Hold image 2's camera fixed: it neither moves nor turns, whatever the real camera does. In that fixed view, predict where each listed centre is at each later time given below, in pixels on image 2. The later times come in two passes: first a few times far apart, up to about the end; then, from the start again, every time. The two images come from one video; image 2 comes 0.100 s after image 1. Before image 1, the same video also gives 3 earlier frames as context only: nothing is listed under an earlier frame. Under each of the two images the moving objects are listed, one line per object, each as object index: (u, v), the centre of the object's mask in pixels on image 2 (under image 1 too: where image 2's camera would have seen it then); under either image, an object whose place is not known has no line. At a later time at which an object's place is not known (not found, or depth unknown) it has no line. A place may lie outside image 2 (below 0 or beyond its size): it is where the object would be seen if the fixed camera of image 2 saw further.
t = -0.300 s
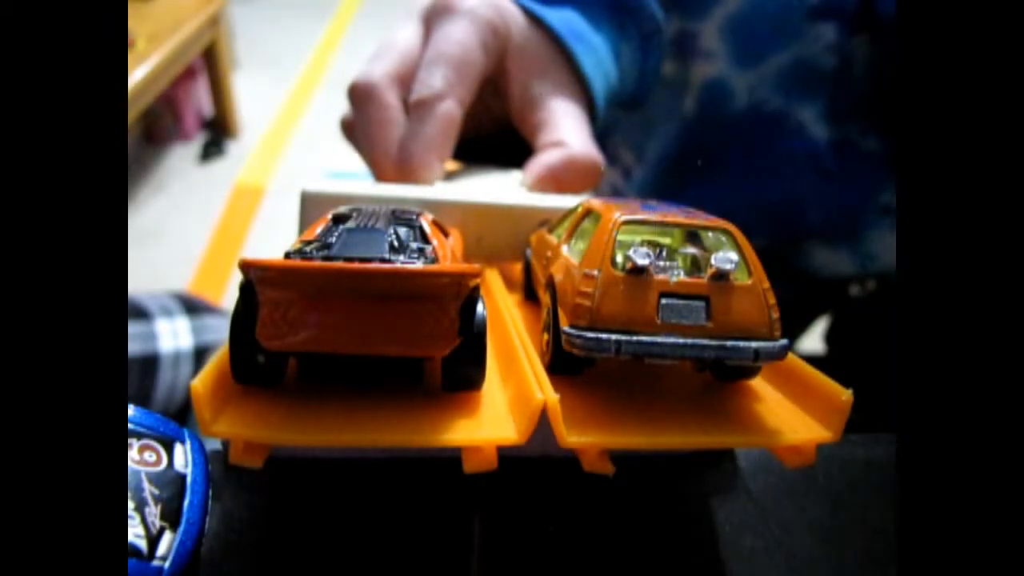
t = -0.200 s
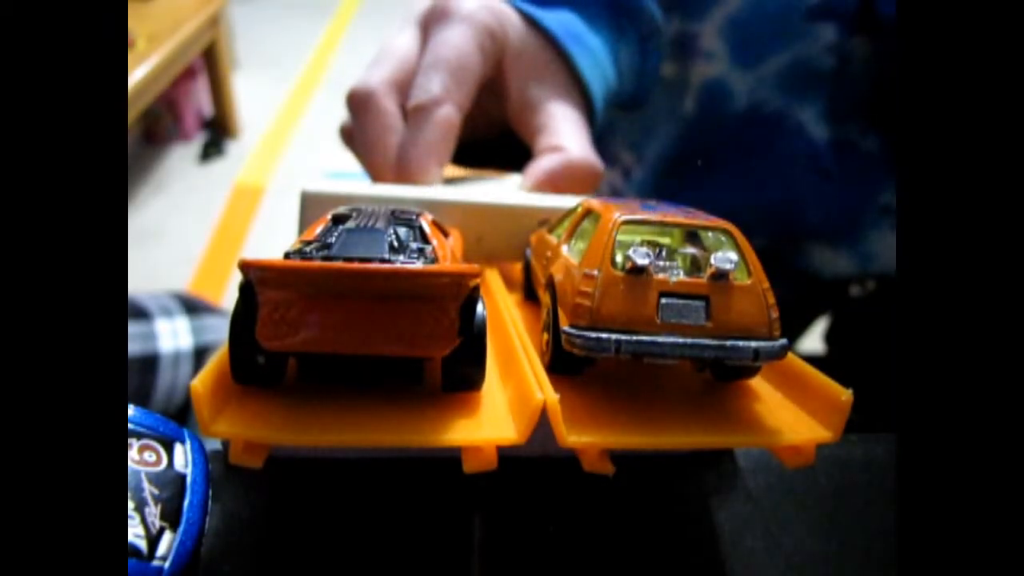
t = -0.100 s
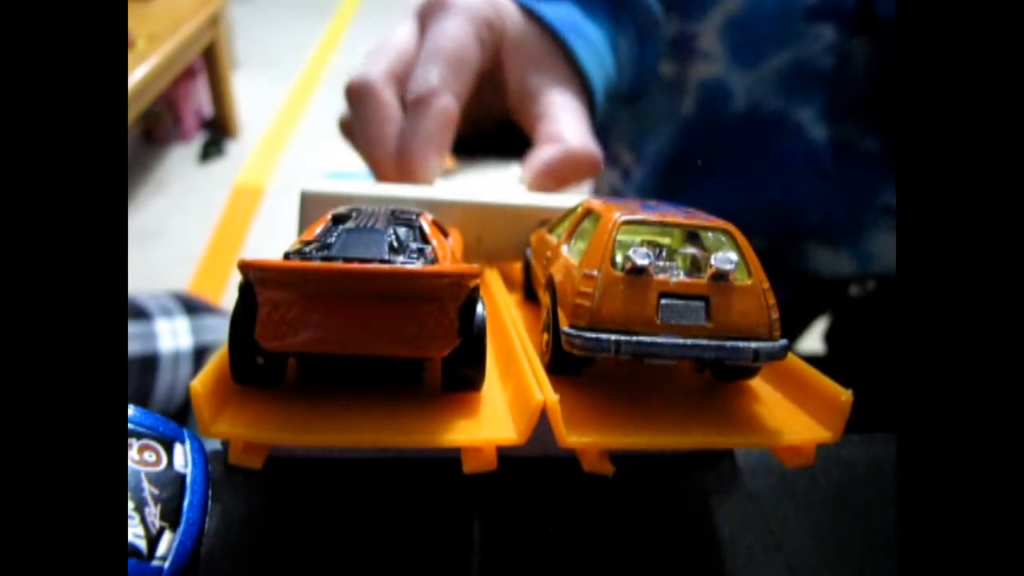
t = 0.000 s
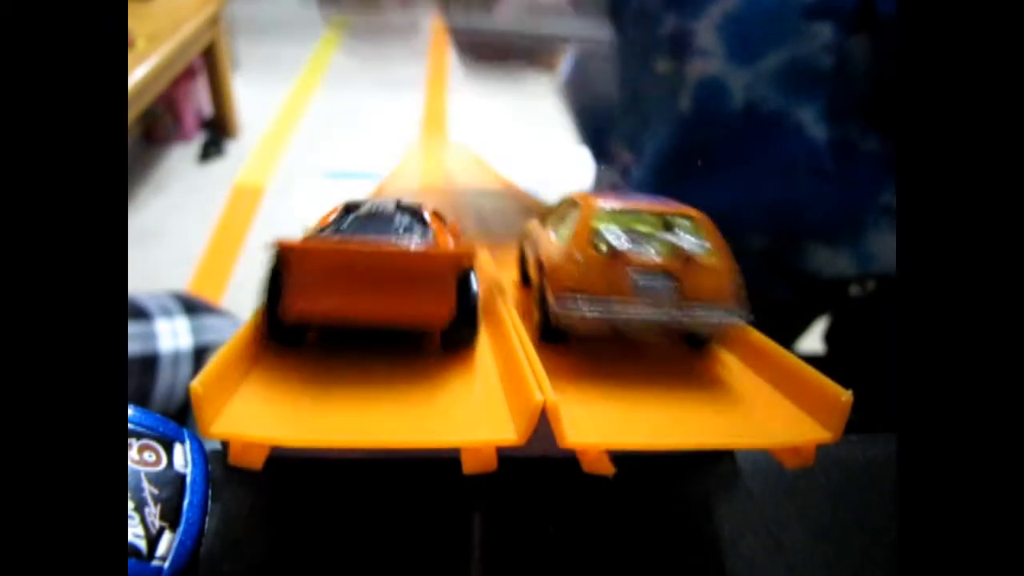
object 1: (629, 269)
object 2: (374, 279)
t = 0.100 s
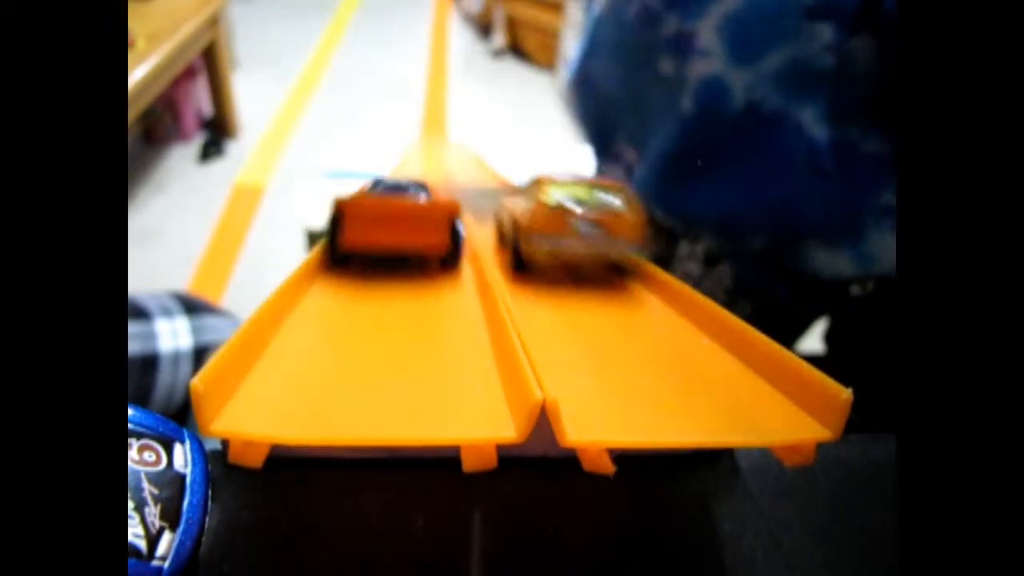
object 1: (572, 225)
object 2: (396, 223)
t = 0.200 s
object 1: (518, 196)
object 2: (407, 193)
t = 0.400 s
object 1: (471, 172)
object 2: (421, 159)
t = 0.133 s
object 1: (553, 214)
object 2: (399, 210)
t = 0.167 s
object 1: (535, 205)
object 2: (402, 200)
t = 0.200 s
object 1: (518, 196)
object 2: (407, 193)
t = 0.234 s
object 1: (506, 189)
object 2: (409, 186)
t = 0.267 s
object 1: (495, 183)
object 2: (412, 180)
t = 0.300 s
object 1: (487, 179)
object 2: (416, 175)
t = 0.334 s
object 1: (480, 174)
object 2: (420, 169)
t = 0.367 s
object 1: (474, 173)
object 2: (422, 164)
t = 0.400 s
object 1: (471, 172)
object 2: (421, 159)
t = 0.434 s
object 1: (467, 170)
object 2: (420, 155)
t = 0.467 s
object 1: (465, 168)
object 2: (422, 150)
